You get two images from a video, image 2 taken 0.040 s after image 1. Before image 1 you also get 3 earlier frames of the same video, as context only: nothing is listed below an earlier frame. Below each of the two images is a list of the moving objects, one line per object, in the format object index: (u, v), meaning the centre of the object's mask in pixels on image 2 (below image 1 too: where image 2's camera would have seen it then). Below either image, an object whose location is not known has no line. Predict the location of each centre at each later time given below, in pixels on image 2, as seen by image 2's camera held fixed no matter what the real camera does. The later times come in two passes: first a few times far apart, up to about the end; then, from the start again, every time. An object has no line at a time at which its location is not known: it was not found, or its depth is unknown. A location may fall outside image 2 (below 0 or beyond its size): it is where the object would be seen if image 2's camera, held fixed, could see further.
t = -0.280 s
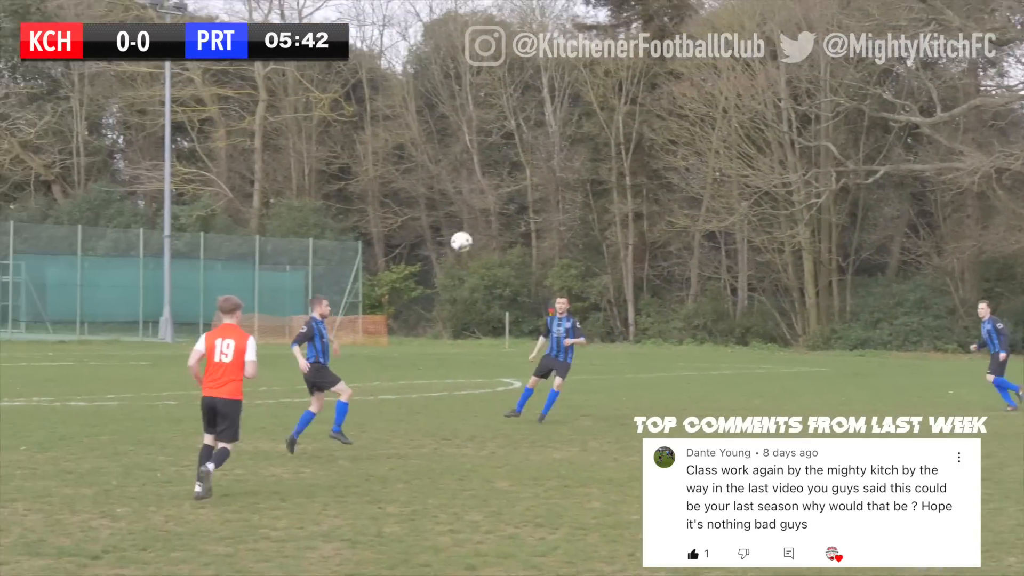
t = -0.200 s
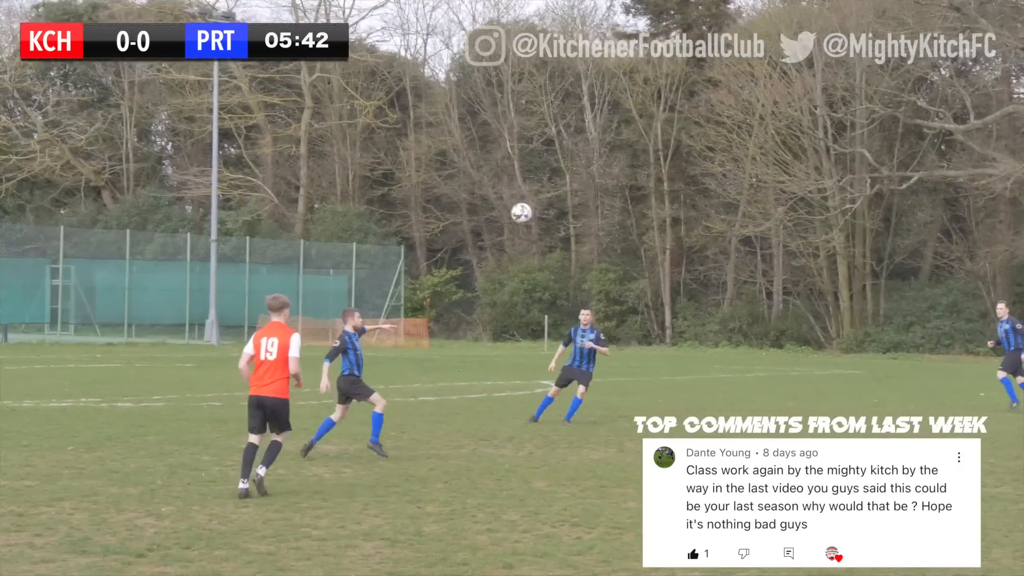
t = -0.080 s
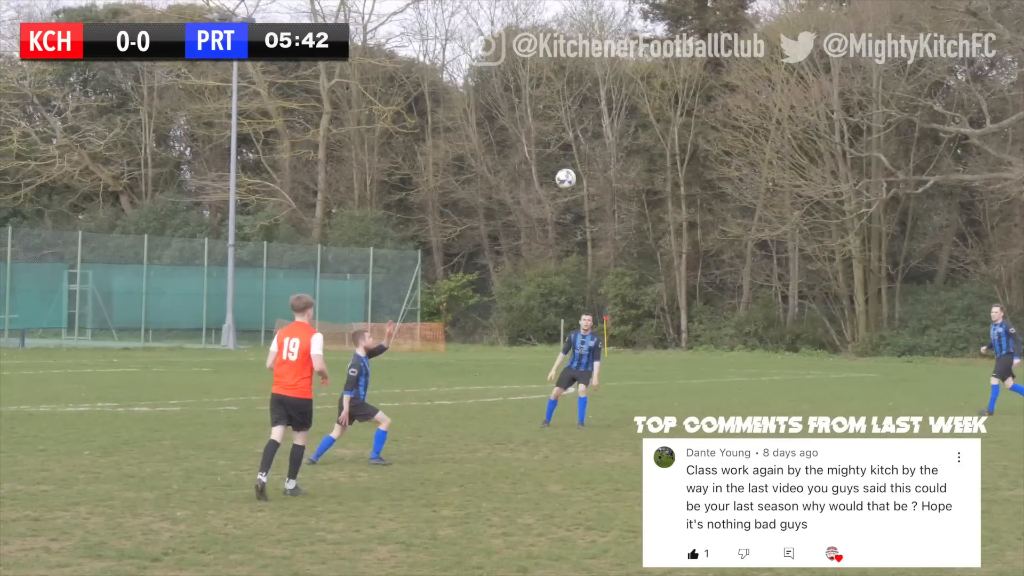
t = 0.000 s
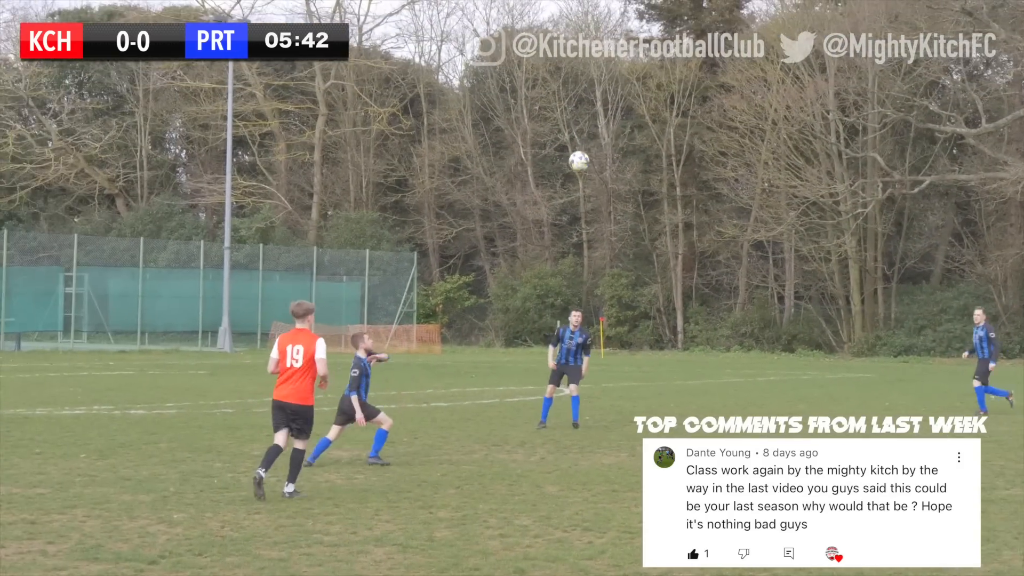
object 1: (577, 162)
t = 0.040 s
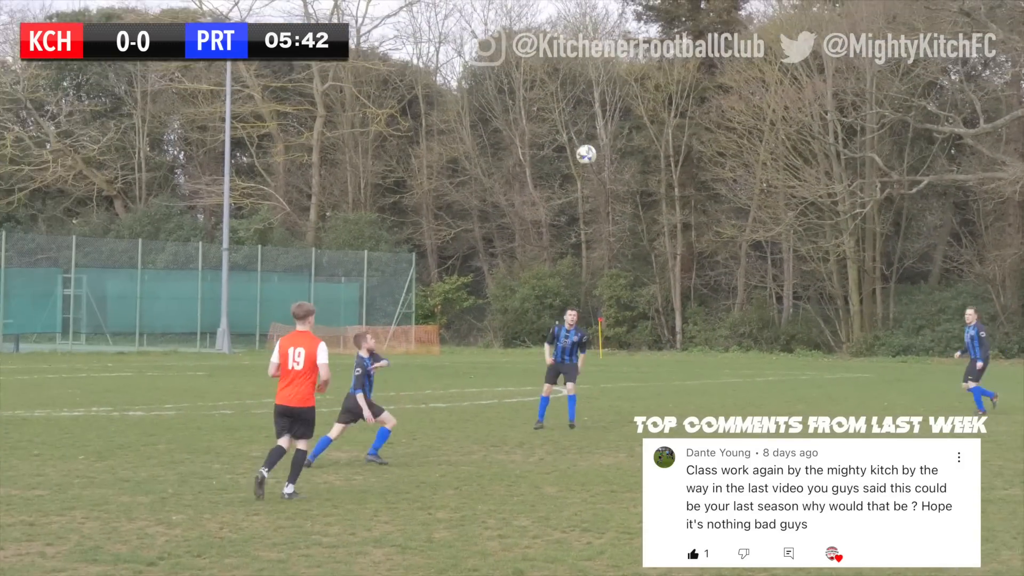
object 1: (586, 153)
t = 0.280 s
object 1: (636, 139)
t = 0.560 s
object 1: (691, 183)
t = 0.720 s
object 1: (722, 236)
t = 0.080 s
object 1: (594, 147)
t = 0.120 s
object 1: (602, 144)
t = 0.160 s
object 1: (611, 141)
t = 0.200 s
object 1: (620, 138)
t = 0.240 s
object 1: (627, 138)
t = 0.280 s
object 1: (636, 139)
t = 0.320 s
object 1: (644, 141)
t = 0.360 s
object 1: (652, 146)
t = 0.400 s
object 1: (660, 151)
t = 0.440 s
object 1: (668, 156)
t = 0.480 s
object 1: (676, 165)
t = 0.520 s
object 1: (683, 174)
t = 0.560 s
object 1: (691, 183)
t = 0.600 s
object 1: (699, 195)
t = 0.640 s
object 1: (707, 208)
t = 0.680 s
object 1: (715, 221)
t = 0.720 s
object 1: (722, 236)
